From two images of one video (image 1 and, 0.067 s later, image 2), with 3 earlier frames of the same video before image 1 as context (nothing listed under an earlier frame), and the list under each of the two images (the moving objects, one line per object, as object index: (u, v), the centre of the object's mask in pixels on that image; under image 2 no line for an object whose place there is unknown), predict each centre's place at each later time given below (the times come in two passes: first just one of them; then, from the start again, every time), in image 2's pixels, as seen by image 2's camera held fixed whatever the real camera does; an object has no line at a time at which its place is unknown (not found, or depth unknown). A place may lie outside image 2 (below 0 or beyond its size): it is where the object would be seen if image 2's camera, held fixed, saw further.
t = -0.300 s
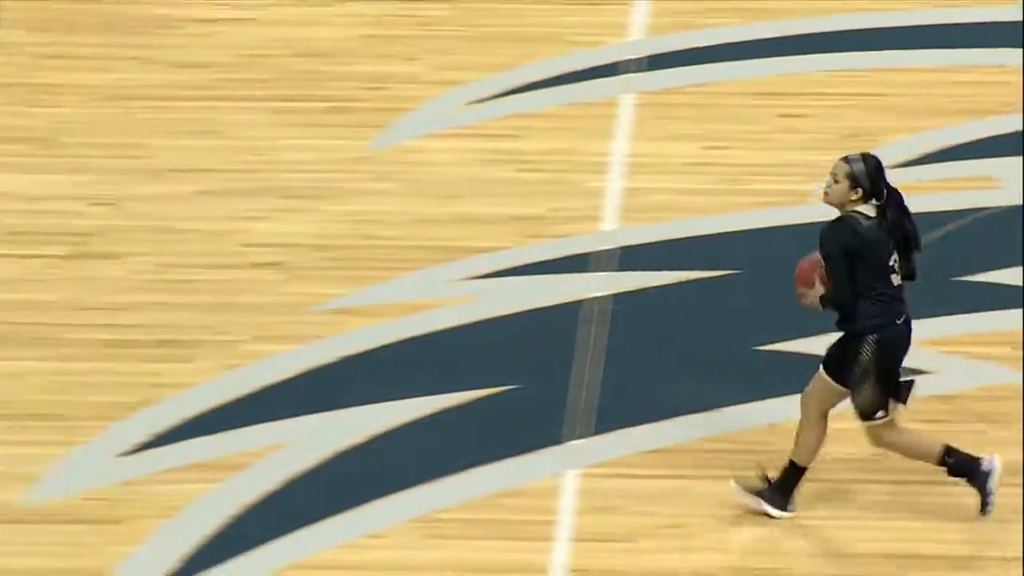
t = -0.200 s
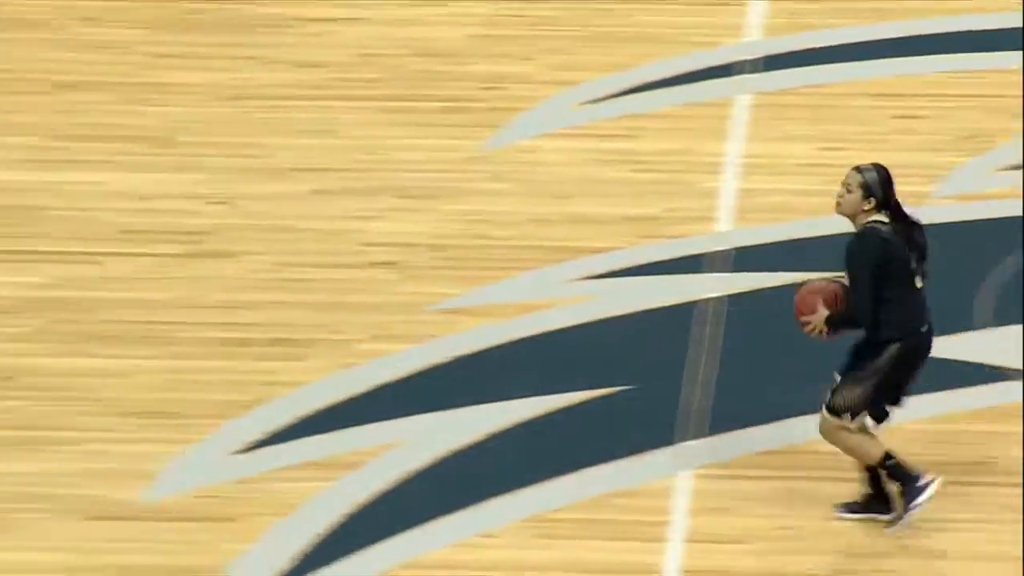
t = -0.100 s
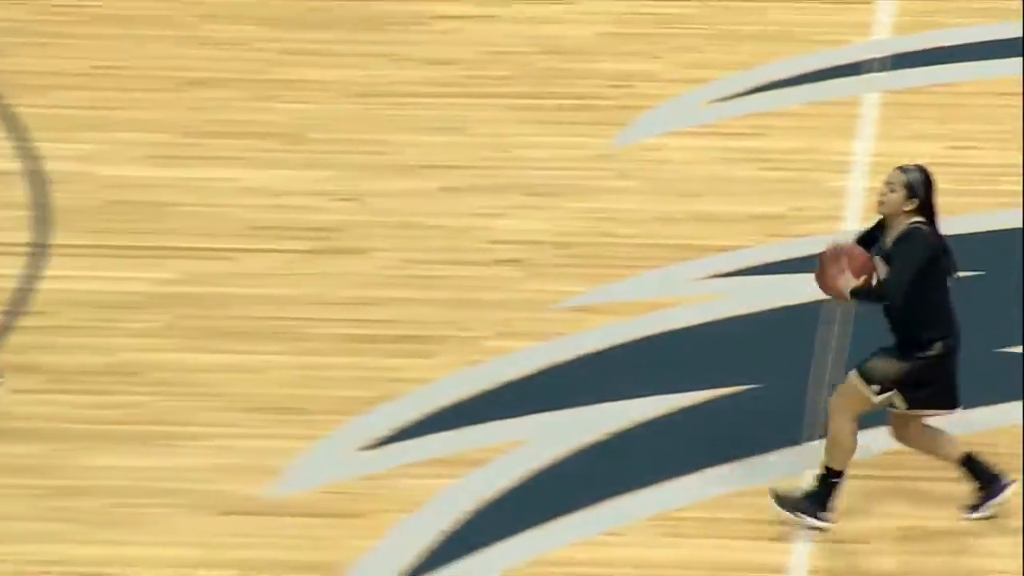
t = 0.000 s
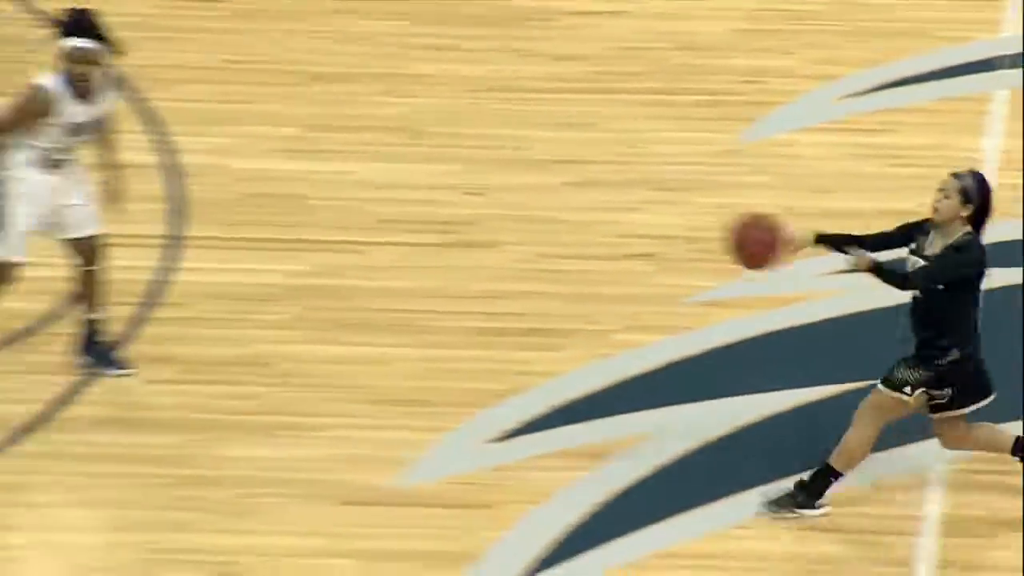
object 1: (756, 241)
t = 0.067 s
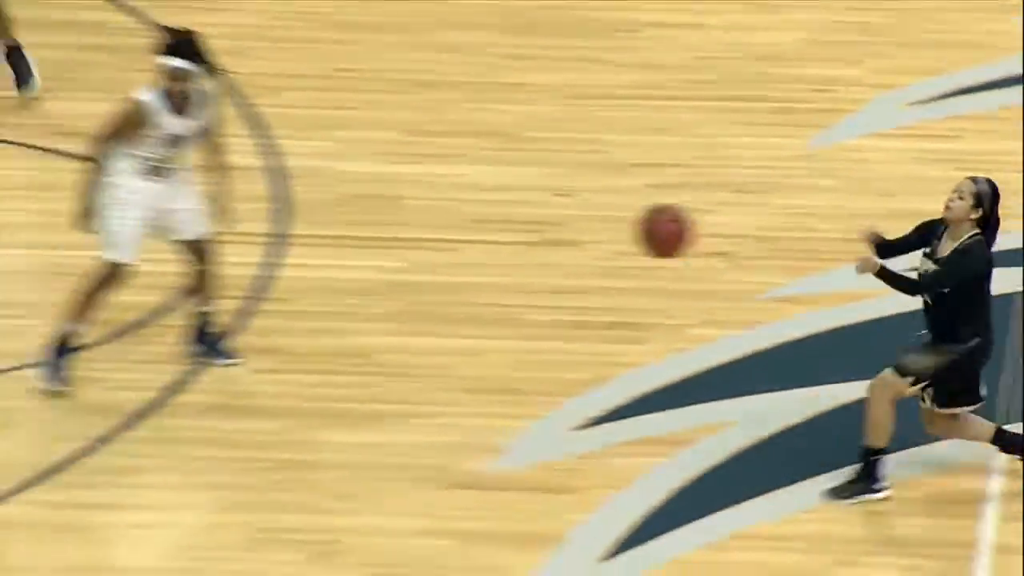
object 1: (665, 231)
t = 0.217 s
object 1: (294, 242)
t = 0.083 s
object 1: (622, 229)
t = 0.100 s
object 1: (582, 229)
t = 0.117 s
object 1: (541, 229)
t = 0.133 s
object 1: (500, 229)
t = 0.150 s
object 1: (458, 231)
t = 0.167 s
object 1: (418, 232)
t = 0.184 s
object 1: (377, 235)
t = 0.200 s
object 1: (335, 238)
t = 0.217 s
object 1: (294, 242)
